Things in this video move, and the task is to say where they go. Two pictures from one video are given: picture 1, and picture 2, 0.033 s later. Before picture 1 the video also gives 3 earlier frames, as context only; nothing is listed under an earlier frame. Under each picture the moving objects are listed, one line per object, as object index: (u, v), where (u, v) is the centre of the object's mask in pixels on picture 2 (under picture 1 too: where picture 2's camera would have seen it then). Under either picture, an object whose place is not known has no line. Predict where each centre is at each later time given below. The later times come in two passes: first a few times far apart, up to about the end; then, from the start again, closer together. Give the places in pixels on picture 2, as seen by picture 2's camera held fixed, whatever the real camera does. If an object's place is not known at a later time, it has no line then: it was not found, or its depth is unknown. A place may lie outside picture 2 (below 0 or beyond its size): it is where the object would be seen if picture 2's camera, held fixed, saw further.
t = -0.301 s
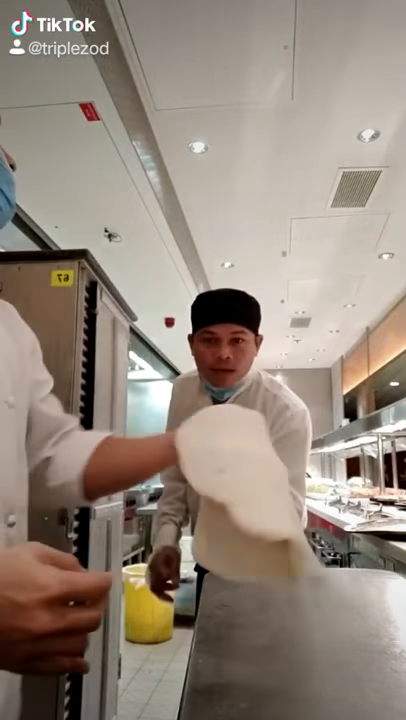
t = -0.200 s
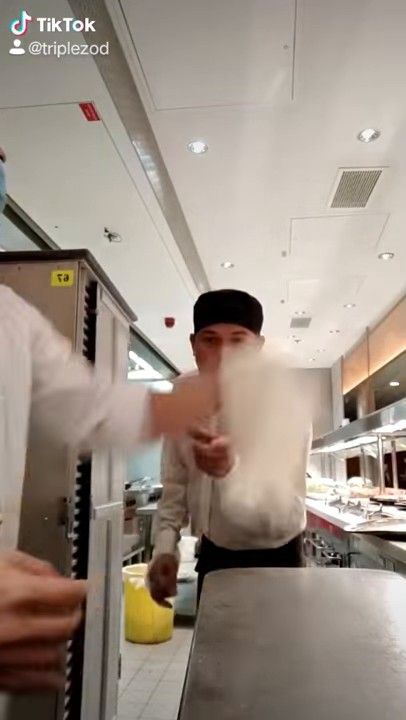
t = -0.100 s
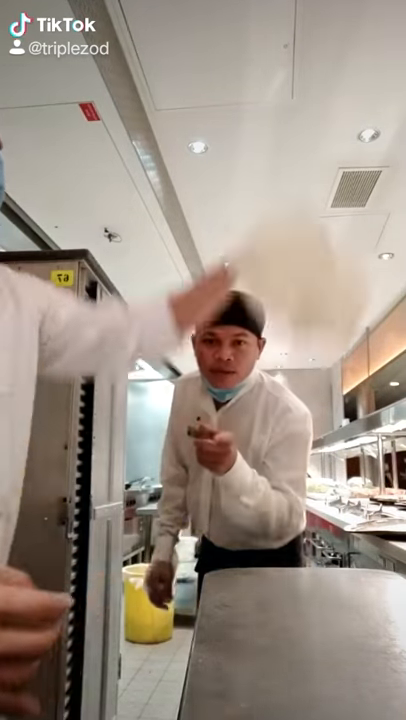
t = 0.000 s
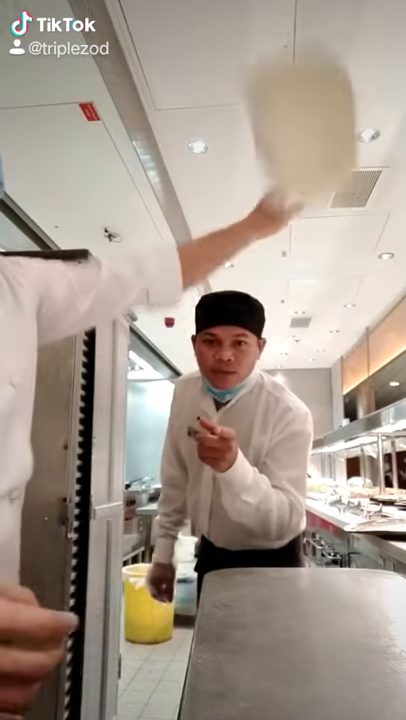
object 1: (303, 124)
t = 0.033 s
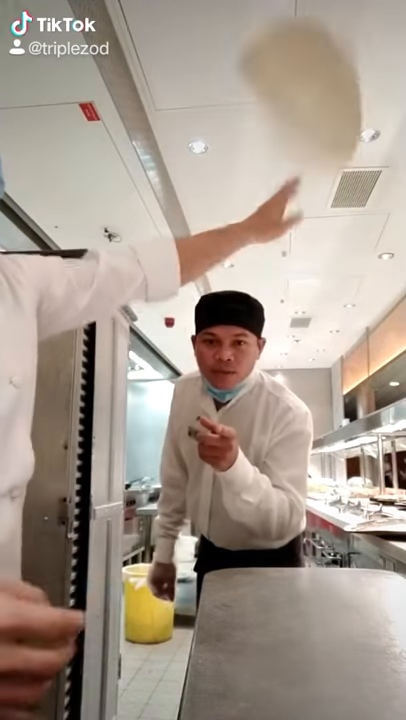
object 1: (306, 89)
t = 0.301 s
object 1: (306, 39)
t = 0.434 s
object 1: (309, 93)
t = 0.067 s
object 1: (305, 56)
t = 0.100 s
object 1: (300, 42)
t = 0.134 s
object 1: (302, 38)
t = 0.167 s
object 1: (306, 36)
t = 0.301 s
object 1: (306, 39)
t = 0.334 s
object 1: (305, 42)
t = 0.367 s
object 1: (303, 50)
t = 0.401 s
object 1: (306, 70)
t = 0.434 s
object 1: (309, 93)
